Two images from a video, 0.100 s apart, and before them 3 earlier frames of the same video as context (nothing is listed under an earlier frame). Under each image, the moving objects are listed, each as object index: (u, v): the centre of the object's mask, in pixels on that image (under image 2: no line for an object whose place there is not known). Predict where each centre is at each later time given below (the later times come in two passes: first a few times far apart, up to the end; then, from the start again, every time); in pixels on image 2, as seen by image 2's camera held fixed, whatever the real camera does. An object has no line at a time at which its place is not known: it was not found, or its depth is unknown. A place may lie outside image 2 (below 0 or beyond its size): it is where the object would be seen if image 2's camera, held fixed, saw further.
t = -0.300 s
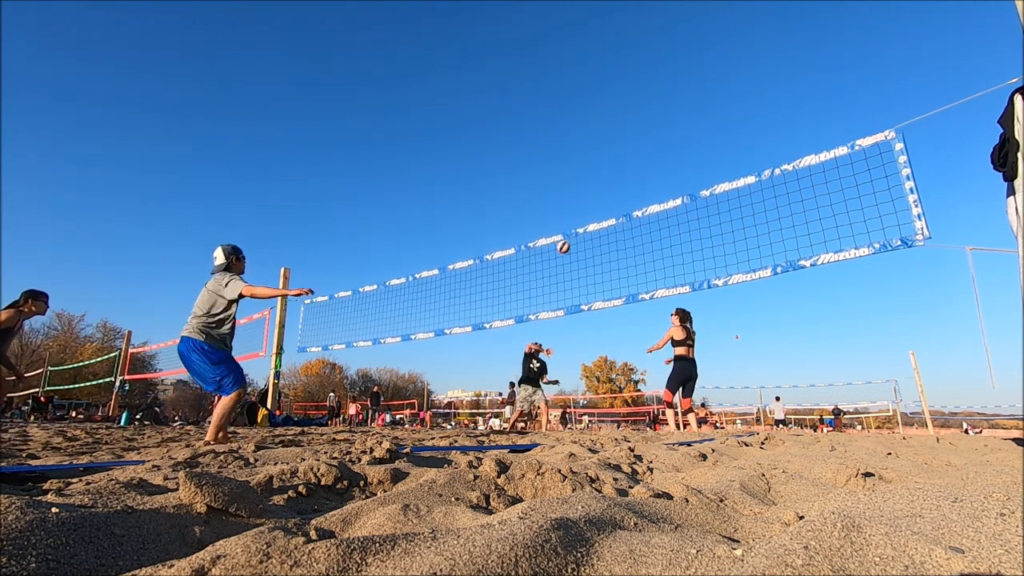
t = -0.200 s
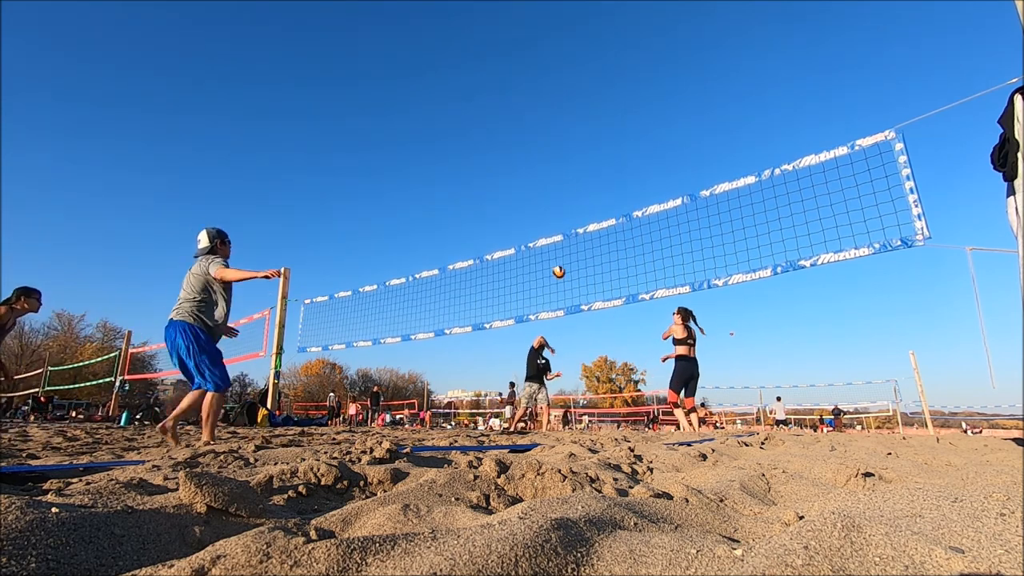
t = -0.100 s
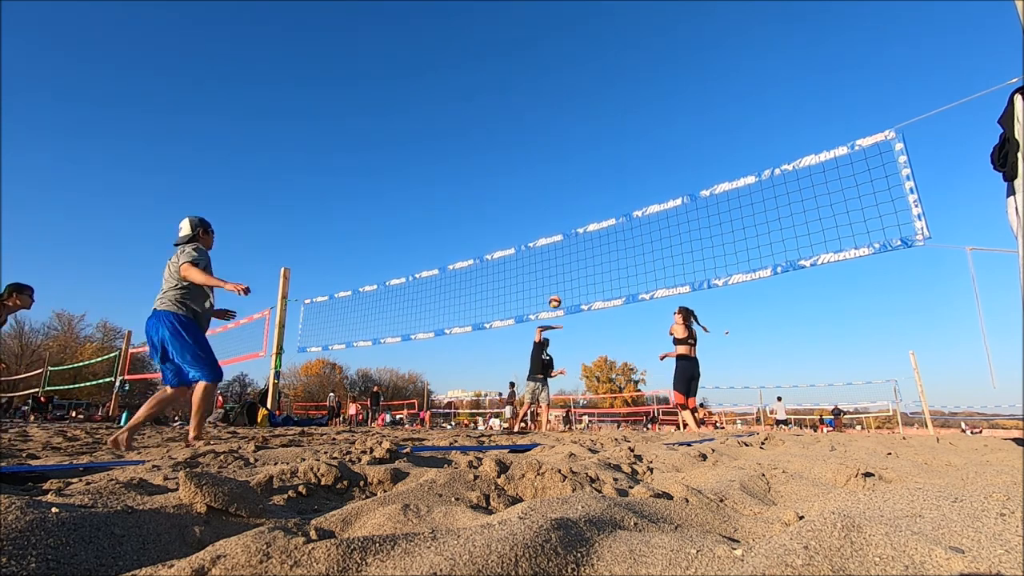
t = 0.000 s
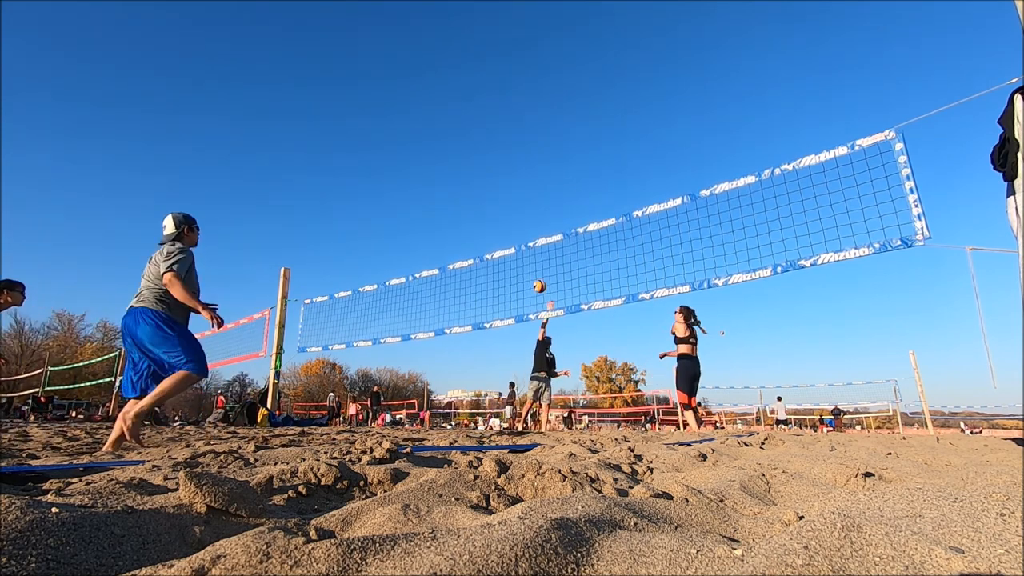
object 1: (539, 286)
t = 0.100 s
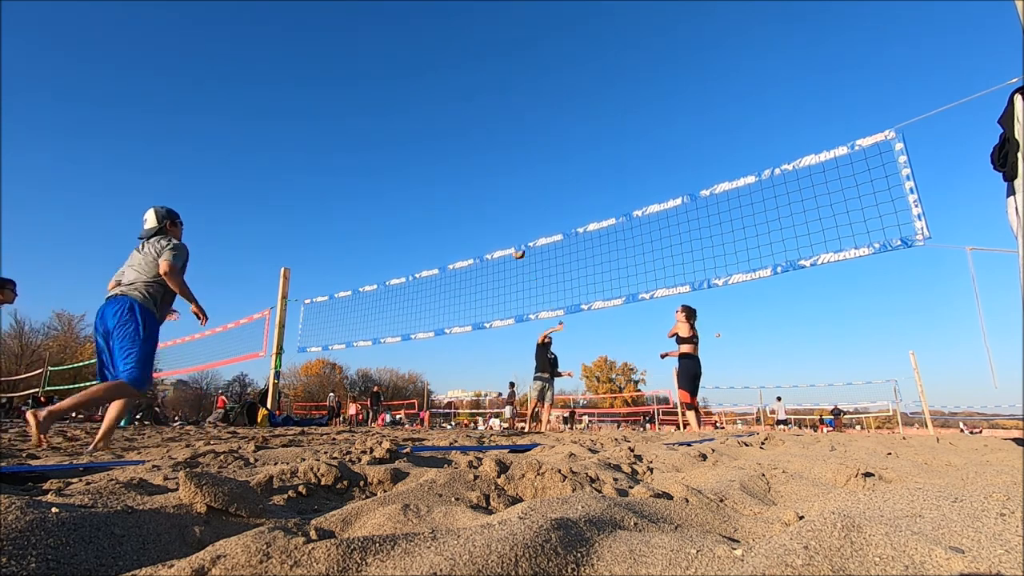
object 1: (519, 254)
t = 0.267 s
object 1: (477, 202)
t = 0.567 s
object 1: (377, 141)
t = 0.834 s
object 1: (233, 132)
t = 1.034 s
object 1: (49, 183)
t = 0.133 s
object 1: (511, 241)
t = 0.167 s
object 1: (503, 231)
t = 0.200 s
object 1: (494, 221)
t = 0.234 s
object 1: (486, 211)
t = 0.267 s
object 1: (477, 202)
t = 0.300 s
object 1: (468, 193)
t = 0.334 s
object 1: (458, 185)
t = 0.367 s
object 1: (448, 178)
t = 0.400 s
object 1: (438, 170)
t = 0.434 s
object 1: (427, 163)
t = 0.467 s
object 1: (415, 156)
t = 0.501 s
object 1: (403, 150)
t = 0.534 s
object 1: (390, 145)
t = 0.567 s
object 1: (377, 141)
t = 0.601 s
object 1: (363, 137)
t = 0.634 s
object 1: (348, 133)
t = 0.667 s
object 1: (331, 131)
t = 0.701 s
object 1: (314, 129)
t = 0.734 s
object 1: (296, 128)
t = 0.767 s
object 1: (276, 128)
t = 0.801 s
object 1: (256, 130)
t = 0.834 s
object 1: (233, 132)
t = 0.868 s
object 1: (209, 136)
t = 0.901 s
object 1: (182, 141)
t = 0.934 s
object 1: (153, 148)
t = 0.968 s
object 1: (122, 157)
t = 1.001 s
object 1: (87, 169)
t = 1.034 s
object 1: (49, 183)
